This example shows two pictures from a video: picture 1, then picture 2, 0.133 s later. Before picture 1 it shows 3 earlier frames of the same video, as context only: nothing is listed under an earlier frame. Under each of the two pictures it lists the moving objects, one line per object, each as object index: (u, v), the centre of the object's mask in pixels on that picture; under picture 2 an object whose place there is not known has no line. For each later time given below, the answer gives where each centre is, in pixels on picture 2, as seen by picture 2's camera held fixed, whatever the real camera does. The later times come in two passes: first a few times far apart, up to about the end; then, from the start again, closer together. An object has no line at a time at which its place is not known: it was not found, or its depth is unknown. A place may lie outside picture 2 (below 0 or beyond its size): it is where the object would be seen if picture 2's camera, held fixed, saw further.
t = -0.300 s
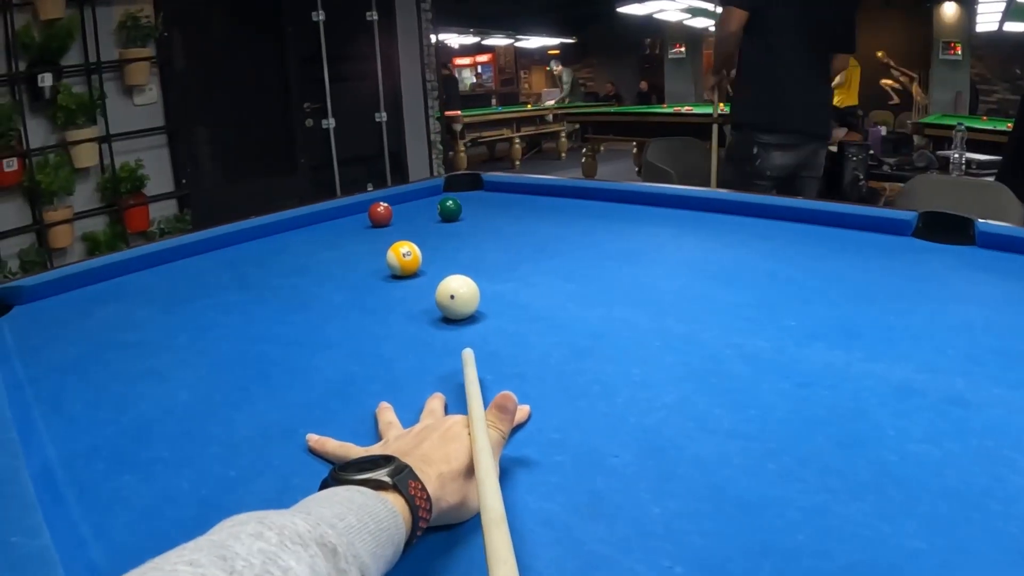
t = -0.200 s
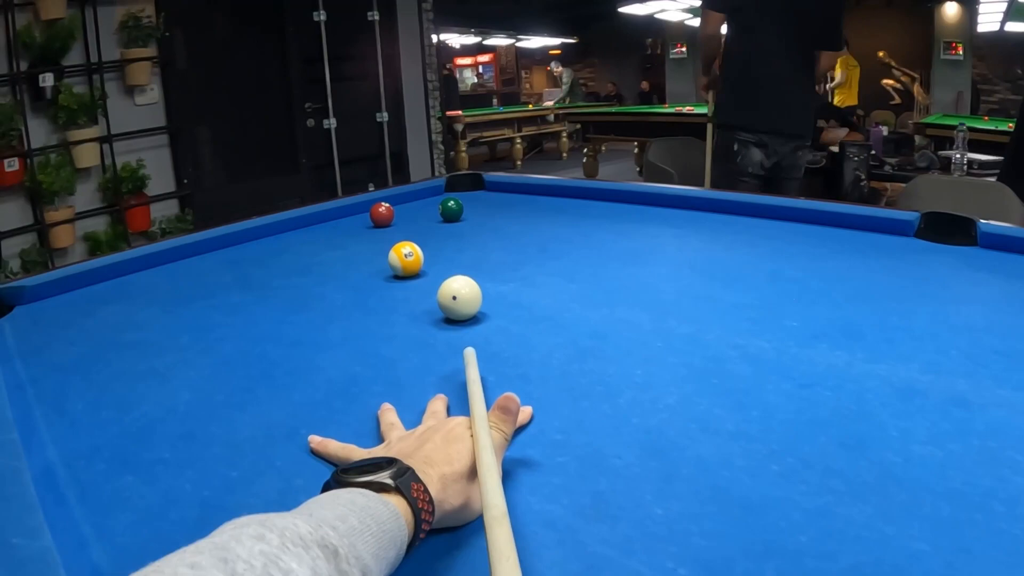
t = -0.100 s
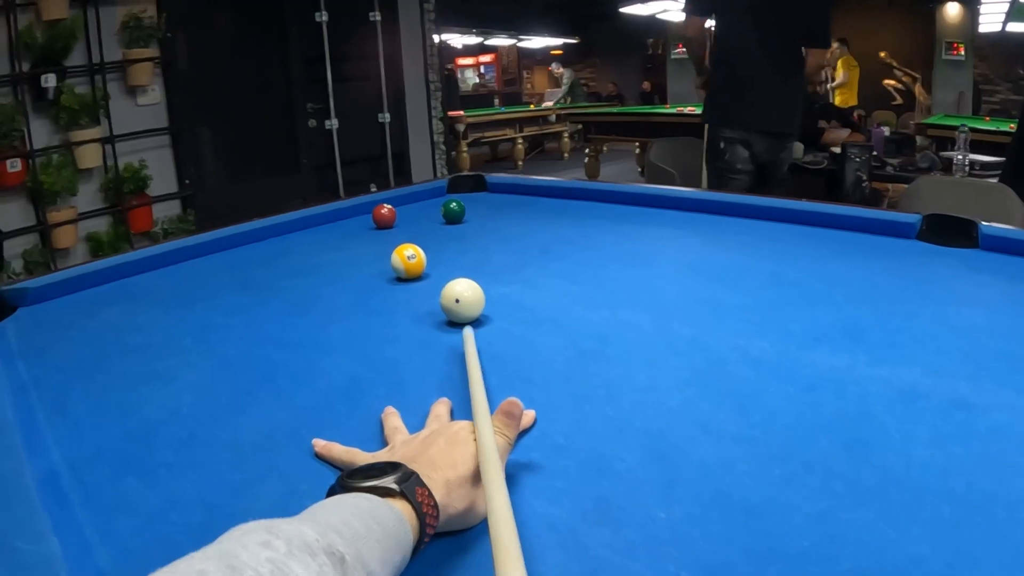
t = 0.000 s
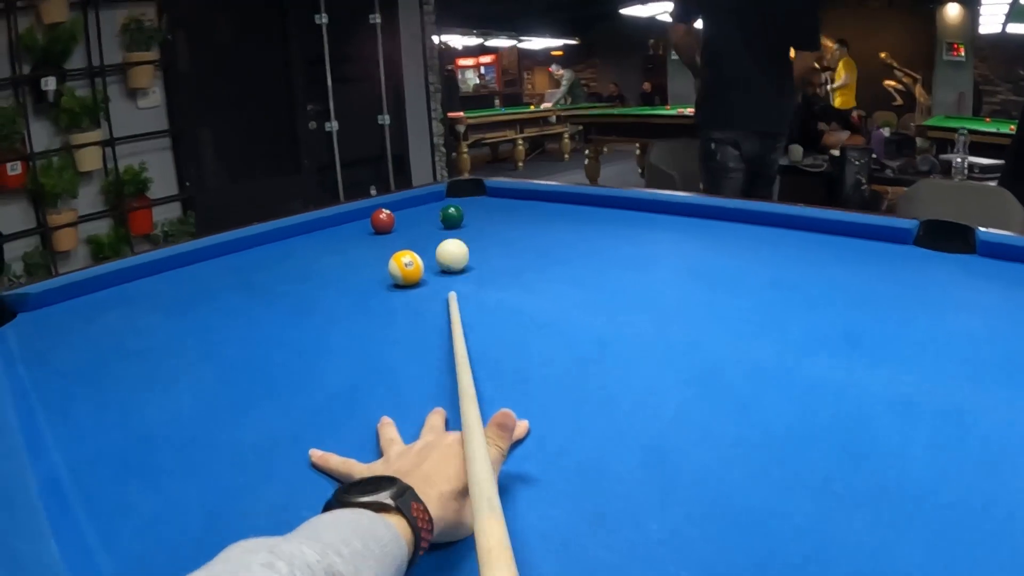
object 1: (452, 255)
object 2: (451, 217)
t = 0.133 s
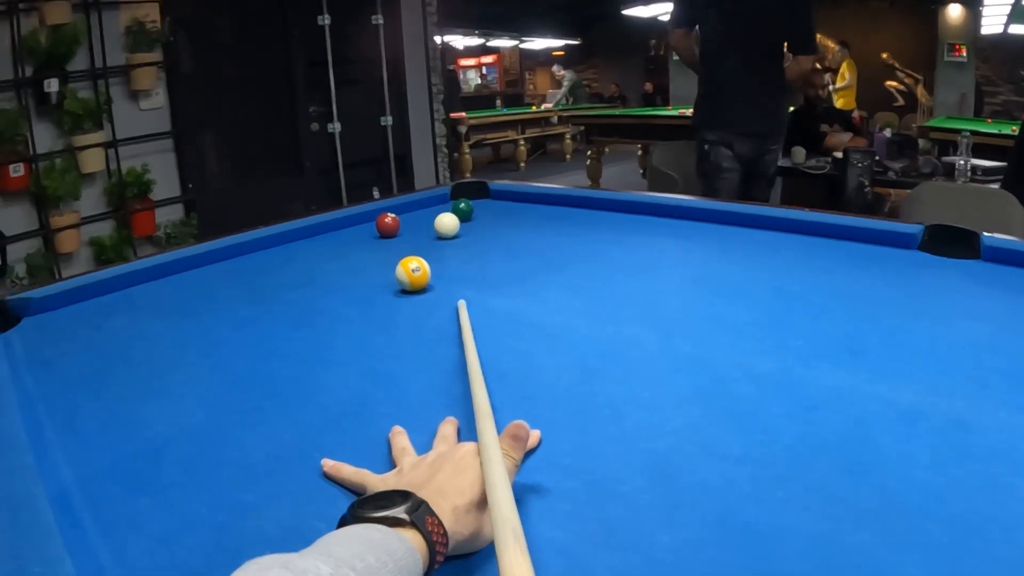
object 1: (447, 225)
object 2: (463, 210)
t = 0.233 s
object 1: (432, 227)
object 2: (472, 192)
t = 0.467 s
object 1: (402, 237)
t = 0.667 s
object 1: (377, 245)
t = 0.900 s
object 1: (345, 253)
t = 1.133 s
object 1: (313, 263)
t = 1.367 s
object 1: (280, 273)
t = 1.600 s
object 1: (247, 283)
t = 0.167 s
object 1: (441, 225)
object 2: (466, 203)
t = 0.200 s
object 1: (436, 226)
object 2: (469, 197)
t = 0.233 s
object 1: (432, 227)
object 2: (472, 192)
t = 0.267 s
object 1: (428, 228)
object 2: (475, 187)
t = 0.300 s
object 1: (424, 230)
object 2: (468, 191)
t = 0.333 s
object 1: (419, 231)
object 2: (461, 196)
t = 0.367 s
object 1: (415, 233)
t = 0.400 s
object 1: (411, 234)
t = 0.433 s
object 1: (407, 235)
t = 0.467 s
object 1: (402, 237)
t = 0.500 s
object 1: (398, 238)
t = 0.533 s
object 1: (394, 240)
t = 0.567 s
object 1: (390, 241)
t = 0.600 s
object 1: (385, 242)
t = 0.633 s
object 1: (381, 243)
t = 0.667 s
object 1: (377, 245)
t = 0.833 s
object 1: (354, 250)
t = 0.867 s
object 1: (350, 251)
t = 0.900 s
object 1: (345, 253)
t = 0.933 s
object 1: (341, 254)
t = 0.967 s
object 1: (336, 255)
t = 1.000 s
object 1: (331, 257)
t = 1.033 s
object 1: (326, 258)
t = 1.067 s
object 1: (322, 260)
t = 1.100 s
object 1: (317, 261)
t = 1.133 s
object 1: (313, 263)
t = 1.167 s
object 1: (308, 265)
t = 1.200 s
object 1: (303, 266)
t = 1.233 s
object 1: (299, 268)
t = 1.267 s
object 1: (294, 269)
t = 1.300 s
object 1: (289, 271)
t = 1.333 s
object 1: (284, 272)
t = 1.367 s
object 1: (280, 273)
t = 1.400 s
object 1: (275, 274)
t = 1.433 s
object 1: (270, 276)
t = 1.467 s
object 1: (265, 277)
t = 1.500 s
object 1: (261, 279)
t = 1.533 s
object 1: (256, 280)
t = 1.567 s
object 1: (252, 281)
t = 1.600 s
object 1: (247, 283)
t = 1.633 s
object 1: (242, 284)
